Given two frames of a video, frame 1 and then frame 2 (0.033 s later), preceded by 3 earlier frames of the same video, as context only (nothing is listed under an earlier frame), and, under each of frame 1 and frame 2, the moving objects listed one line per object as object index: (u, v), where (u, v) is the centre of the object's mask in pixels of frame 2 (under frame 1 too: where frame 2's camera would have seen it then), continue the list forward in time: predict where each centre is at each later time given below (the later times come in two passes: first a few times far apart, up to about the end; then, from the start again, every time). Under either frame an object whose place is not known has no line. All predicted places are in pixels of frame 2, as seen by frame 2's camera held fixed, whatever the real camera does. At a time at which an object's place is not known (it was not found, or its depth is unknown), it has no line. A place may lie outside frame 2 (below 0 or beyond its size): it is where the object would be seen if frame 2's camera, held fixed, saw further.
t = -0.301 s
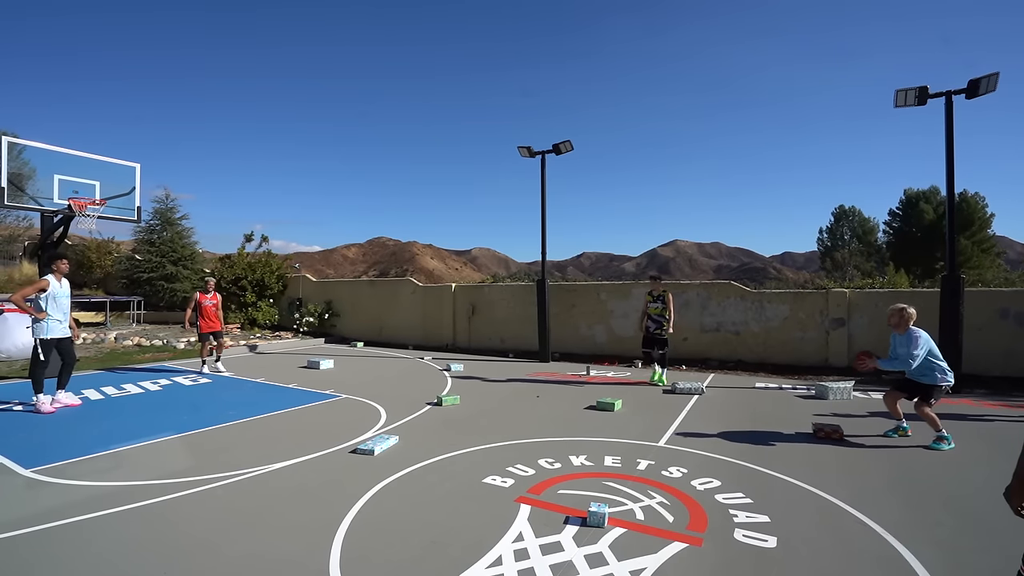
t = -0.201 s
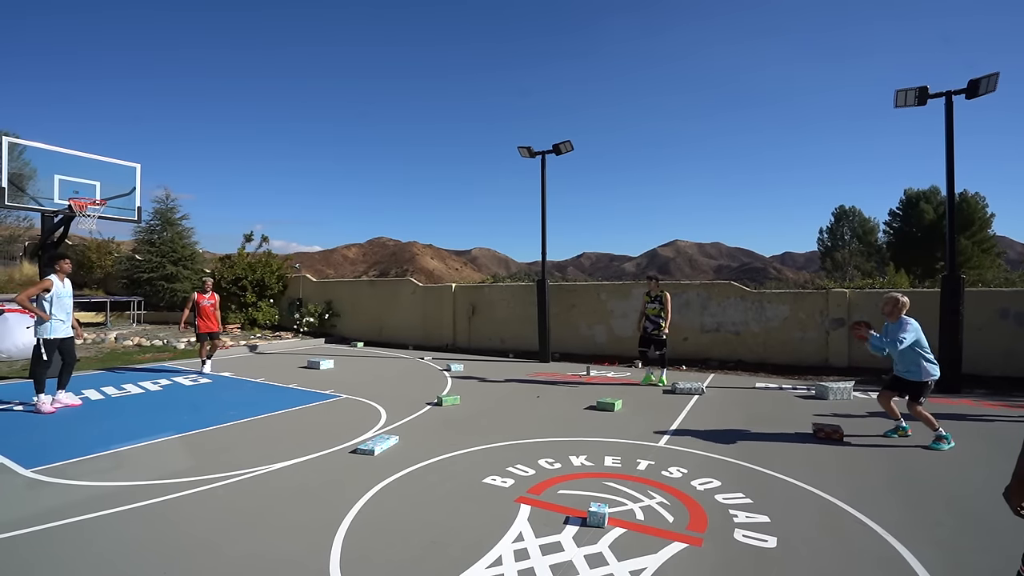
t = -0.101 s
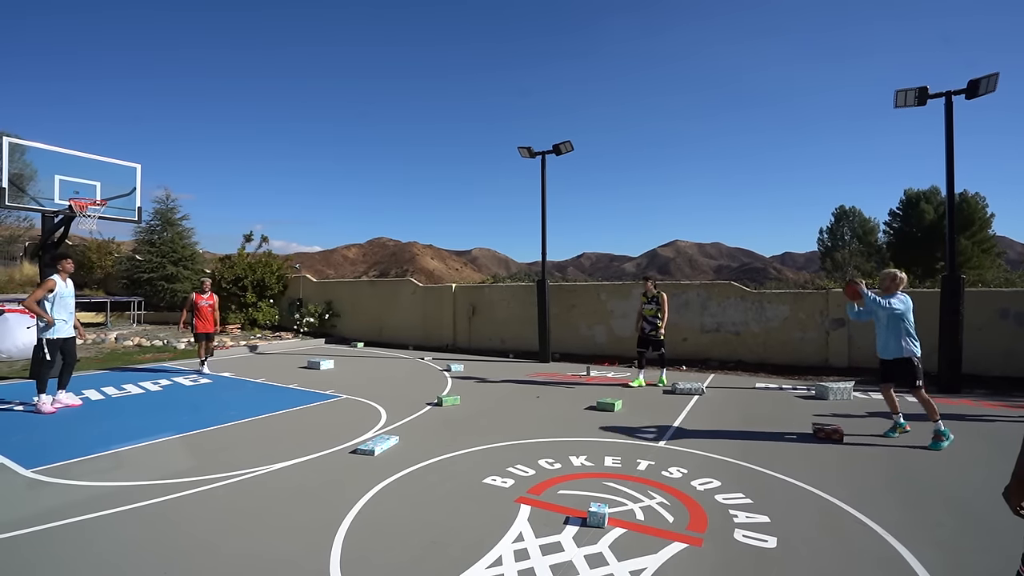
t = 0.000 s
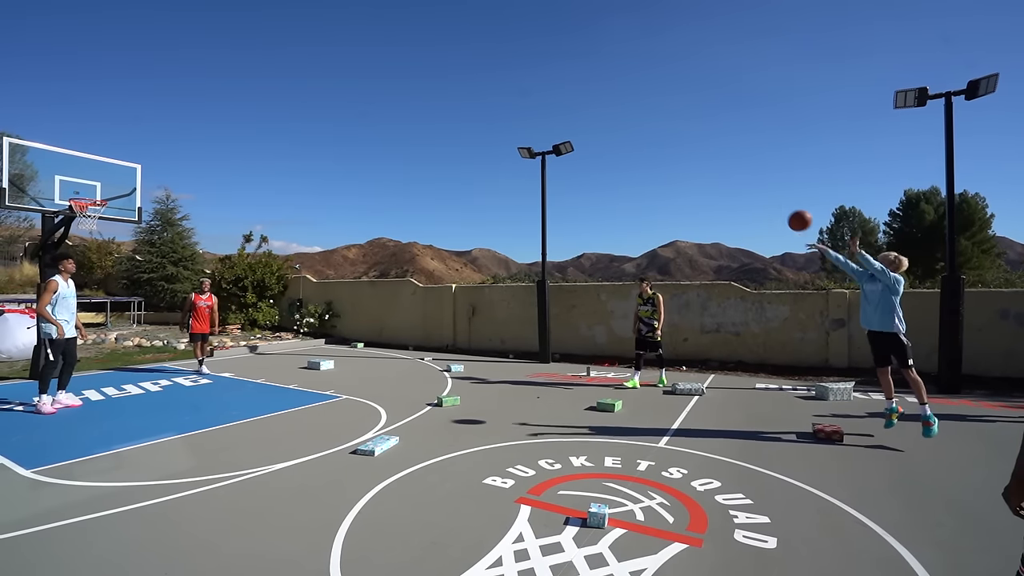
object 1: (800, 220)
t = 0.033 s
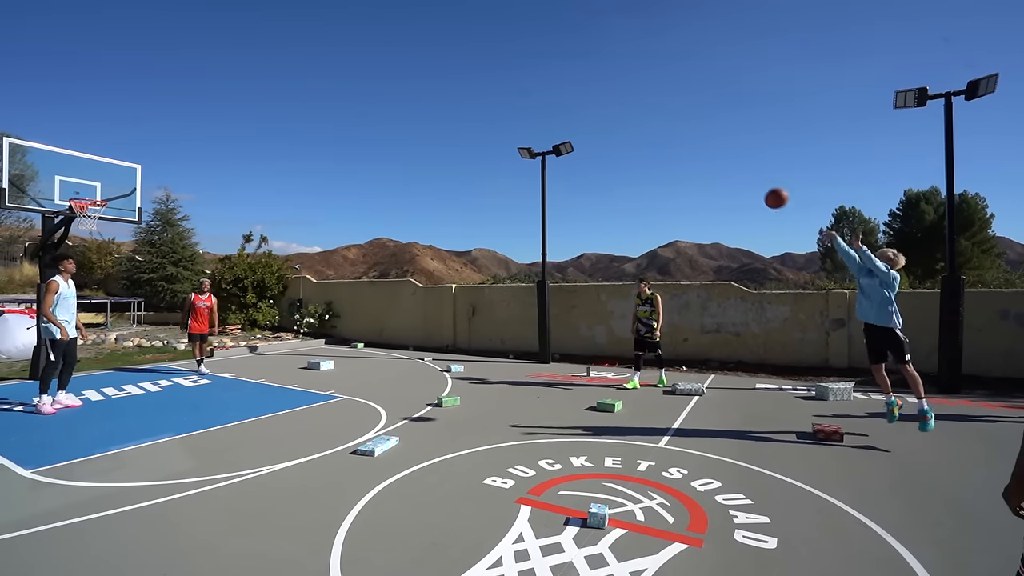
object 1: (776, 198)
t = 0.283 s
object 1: (613, 71)
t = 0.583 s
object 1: (451, 5)
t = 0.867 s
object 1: (329, 9)
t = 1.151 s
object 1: (229, 59)
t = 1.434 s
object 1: (145, 145)
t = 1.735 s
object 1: (149, 213)
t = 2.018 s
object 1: (232, 257)
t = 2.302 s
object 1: (298, 329)
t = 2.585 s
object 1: (347, 315)
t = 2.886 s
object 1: (389, 285)
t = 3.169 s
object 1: (424, 289)
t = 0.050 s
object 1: (764, 187)
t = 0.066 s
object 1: (753, 177)
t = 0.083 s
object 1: (742, 167)
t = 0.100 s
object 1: (730, 157)
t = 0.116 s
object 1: (719, 148)
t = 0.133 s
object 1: (708, 139)
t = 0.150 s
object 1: (697, 130)
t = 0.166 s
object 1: (686, 122)
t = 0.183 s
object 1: (675, 113)
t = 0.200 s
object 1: (664, 106)
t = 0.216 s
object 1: (654, 98)
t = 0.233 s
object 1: (643, 91)
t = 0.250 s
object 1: (633, 84)
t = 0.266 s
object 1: (623, 77)
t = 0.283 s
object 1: (613, 71)
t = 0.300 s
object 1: (602, 65)
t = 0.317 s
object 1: (593, 60)
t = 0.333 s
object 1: (583, 54)
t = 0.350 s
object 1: (573, 49)
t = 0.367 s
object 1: (564, 44)
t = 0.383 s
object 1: (555, 40)
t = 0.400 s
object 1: (545, 35)
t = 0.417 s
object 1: (536, 31)
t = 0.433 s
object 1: (527, 28)
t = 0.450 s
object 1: (518, 24)
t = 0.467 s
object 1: (510, 21)
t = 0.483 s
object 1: (501, 18)
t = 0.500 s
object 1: (492, 15)
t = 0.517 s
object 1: (484, 13)
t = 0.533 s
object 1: (476, 11)
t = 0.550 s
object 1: (468, 9)
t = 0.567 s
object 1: (459, 7)
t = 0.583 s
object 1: (451, 5)
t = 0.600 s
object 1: (443, 4)
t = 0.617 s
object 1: (436, 3)
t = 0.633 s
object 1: (428, 3)
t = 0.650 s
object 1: (420, 2)
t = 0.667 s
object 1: (413, 2)
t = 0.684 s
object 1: (405, 1)
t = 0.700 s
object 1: (398, 1)
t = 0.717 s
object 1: (391, 1)
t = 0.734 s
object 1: (384, 1)
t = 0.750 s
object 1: (376, 1)
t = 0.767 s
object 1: (369, 1)
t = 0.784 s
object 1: (363, 2)
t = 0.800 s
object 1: (355, 3)
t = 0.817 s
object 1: (349, 5)
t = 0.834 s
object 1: (342, 5)
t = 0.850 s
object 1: (336, 7)
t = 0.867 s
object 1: (329, 9)
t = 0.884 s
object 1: (323, 10)
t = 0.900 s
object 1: (317, 12)
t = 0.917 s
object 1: (310, 14)
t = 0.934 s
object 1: (304, 16)
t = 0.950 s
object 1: (298, 19)
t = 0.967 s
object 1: (292, 21)
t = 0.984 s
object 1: (286, 24)
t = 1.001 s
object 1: (280, 27)
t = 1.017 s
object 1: (274, 30)
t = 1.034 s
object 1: (268, 33)
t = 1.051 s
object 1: (262, 36)
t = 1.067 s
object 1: (257, 39)
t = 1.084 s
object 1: (251, 43)
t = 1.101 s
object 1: (245, 47)
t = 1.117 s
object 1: (240, 50)
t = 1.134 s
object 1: (234, 54)
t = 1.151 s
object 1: (229, 59)
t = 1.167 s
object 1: (224, 63)
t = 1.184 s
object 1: (218, 67)
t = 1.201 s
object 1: (213, 71)
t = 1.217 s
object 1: (208, 76)
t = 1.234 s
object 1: (203, 80)
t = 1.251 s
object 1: (198, 85)
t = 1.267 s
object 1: (193, 90)
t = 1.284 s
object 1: (187, 95)
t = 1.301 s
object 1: (183, 100)
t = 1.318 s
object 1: (178, 105)
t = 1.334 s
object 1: (173, 111)
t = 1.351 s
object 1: (168, 116)
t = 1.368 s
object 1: (164, 122)
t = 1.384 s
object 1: (159, 127)
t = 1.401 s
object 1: (154, 133)
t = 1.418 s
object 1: (149, 139)
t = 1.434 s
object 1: (145, 145)
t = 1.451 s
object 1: (141, 151)
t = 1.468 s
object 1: (136, 156)
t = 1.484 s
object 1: (131, 163)
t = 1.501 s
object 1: (127, 169)
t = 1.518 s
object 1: (123, 175)
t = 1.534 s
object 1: (119, 182)
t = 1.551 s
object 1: (115, 188)
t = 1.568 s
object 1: (110, 195)
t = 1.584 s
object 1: (107, 200)
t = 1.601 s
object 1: (109, 203)
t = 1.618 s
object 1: (112, 206)
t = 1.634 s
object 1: (117, 206)
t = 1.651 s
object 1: (123, 207)
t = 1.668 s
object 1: (129, 208)
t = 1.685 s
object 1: (134, 209)
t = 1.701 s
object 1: (140, 211)
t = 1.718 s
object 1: (145, 212)
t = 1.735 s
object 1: (149, 213)
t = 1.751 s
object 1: (155, 215)
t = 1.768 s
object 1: (161, 216)
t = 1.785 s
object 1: (166, 218)
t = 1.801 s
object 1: (171, 220)
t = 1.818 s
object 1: (176, 222)
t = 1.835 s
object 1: (181, 225)
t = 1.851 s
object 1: (186, 228)
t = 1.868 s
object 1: (191, 230)
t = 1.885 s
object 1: (196, 233)
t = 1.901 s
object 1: (200, 236)
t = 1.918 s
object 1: (205, 238)
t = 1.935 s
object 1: (210, 241)
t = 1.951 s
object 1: (214, 244)
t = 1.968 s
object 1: (219, 248)
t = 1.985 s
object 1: (223, 251)
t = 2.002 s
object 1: (227, 254)
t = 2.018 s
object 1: (232, 257)
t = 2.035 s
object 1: (236, 260)
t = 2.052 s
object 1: (241, 264)
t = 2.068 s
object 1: (245, 268)
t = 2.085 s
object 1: (249, 272)
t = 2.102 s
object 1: (253, 276)
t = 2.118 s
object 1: (257, 280)
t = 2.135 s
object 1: (261, 284)
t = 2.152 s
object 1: (266, 288)
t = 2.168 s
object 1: (269, 291)
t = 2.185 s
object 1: (273, 296)
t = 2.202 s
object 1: (277, 301)
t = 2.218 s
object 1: (280, 306)
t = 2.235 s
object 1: (285, 310)
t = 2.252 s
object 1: (288, 315)
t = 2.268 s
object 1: (292, 319)
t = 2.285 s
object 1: (296, 324)
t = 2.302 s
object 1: (298, 329)
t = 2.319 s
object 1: (301, 334)
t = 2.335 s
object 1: (304, 339)
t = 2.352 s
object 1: (308, 344)
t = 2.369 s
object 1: (311, 350)
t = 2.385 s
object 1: (314, 354)
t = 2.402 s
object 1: (317, 355)
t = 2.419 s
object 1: (320, 352)
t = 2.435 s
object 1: (322, 347)
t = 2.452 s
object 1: (325, 343)
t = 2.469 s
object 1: (328, 339)
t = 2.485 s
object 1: (331, 337)
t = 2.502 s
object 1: (334, 331)
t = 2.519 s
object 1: (337, 328)
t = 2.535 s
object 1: (339, 324)
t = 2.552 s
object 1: (341, 321)
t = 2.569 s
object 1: (344, 317)
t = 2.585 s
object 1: (347, 315)
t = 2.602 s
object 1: (349, 313)
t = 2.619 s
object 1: (351, 310)
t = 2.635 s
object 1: (354, 307)
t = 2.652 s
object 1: (356, 305)
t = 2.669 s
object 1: (359, 302)
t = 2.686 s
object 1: (361, 300)
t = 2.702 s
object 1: (363, 299)
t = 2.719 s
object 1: (365, 297)
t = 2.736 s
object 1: (368, 295)
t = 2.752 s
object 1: (370, 293)
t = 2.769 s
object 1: (373, 292)
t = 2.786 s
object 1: (376, 290)
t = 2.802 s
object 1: (378, 289)
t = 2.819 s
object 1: (380, 288)
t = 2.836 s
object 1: (383, 287)
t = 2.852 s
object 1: (385, 286)
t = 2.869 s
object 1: (387, 285)
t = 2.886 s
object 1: (389, 285)
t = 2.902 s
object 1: (392, 284)
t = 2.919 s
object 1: (394, 284)
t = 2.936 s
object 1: (397, 283)
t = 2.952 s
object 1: (399, 283)
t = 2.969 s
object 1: (400, 283)
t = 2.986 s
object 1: (402, 283)
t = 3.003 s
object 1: (404, 283)
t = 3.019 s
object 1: (406, 283)
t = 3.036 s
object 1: (408, 283)
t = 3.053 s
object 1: (410, 283)
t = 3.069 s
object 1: (412, 284)
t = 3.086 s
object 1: (414, 284)
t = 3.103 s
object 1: (416, 285)
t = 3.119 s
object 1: (418, 286)
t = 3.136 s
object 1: (420, 287)
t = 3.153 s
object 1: (422, 288)
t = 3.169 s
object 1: (424, 289)
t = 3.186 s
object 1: (426, 290)
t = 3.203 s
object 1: (428, 291)
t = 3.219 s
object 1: (430, 293)
